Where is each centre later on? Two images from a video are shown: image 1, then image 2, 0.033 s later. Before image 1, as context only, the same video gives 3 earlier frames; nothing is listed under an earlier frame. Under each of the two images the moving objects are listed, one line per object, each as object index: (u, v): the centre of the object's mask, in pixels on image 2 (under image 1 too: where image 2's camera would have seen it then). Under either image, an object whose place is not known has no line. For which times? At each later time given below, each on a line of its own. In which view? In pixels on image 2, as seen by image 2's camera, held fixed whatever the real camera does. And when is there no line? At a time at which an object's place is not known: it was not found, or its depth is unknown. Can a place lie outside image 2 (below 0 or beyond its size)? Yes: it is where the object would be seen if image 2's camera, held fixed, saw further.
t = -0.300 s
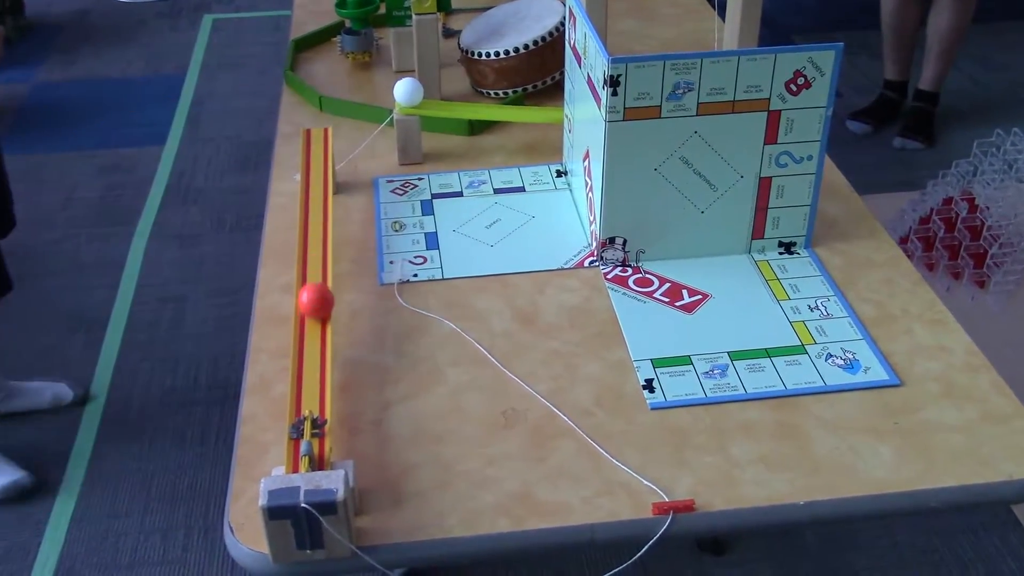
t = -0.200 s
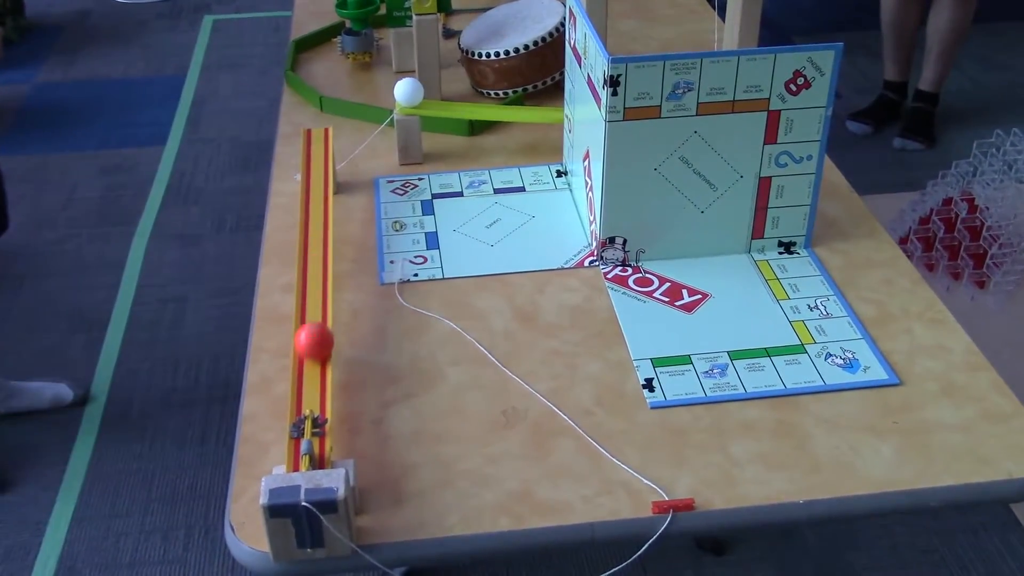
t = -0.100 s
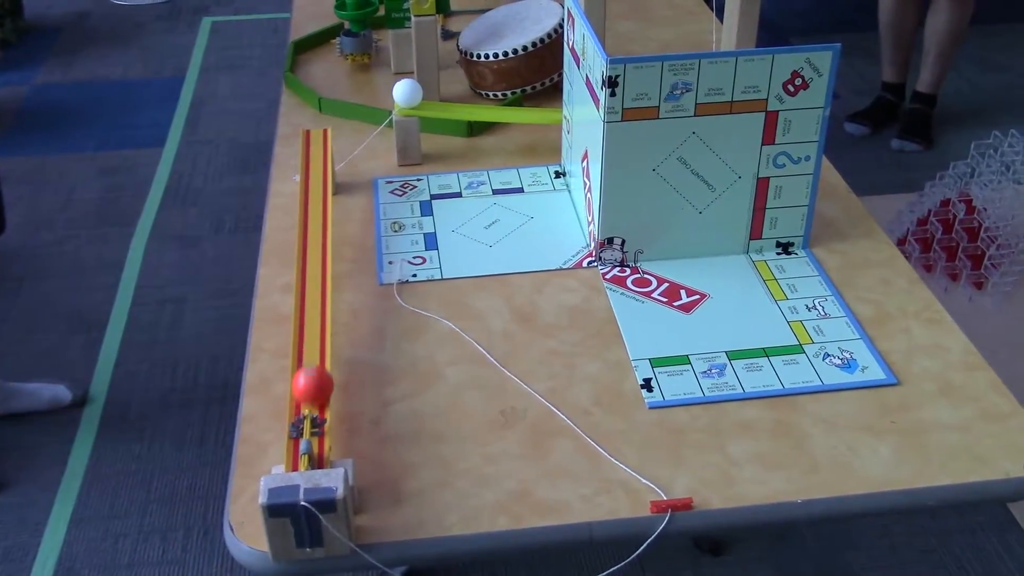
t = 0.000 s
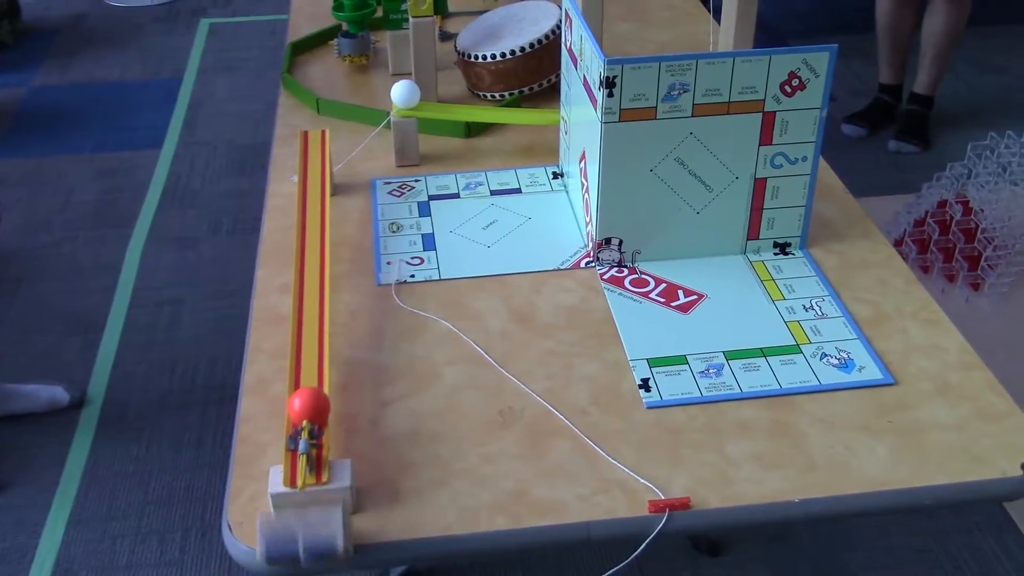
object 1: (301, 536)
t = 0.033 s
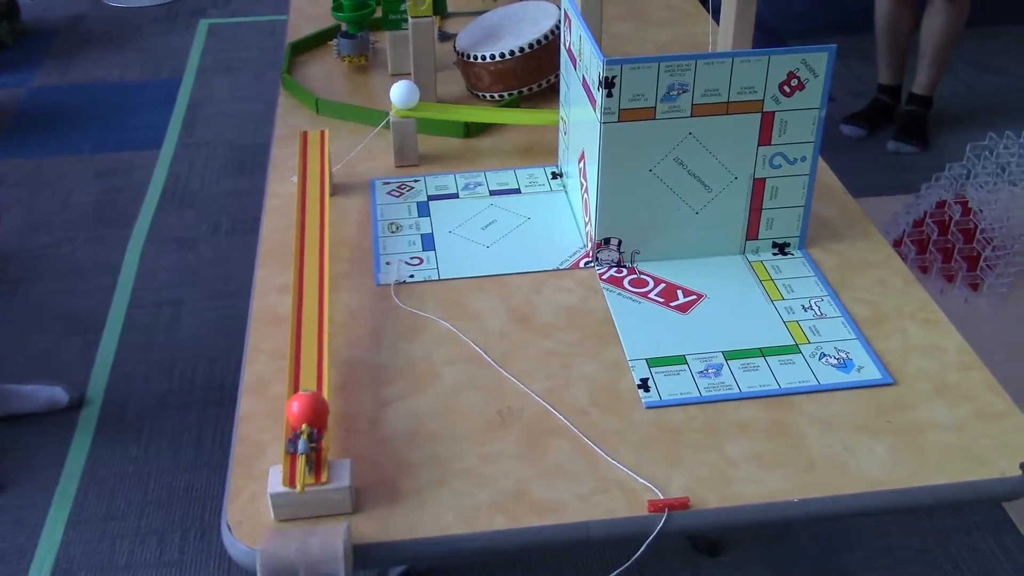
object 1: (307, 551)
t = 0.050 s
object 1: (307, 553)
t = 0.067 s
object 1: (310, 558)
